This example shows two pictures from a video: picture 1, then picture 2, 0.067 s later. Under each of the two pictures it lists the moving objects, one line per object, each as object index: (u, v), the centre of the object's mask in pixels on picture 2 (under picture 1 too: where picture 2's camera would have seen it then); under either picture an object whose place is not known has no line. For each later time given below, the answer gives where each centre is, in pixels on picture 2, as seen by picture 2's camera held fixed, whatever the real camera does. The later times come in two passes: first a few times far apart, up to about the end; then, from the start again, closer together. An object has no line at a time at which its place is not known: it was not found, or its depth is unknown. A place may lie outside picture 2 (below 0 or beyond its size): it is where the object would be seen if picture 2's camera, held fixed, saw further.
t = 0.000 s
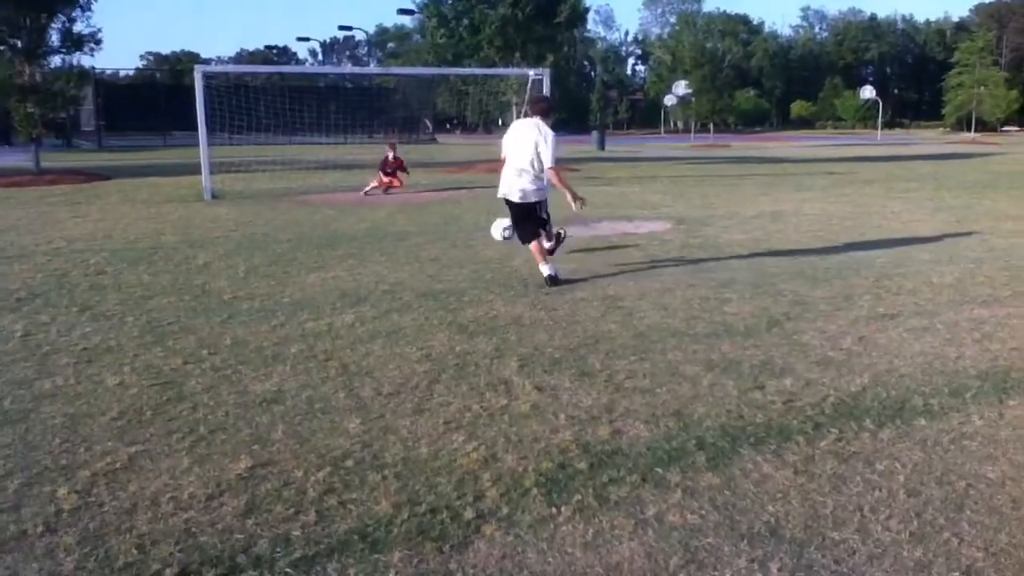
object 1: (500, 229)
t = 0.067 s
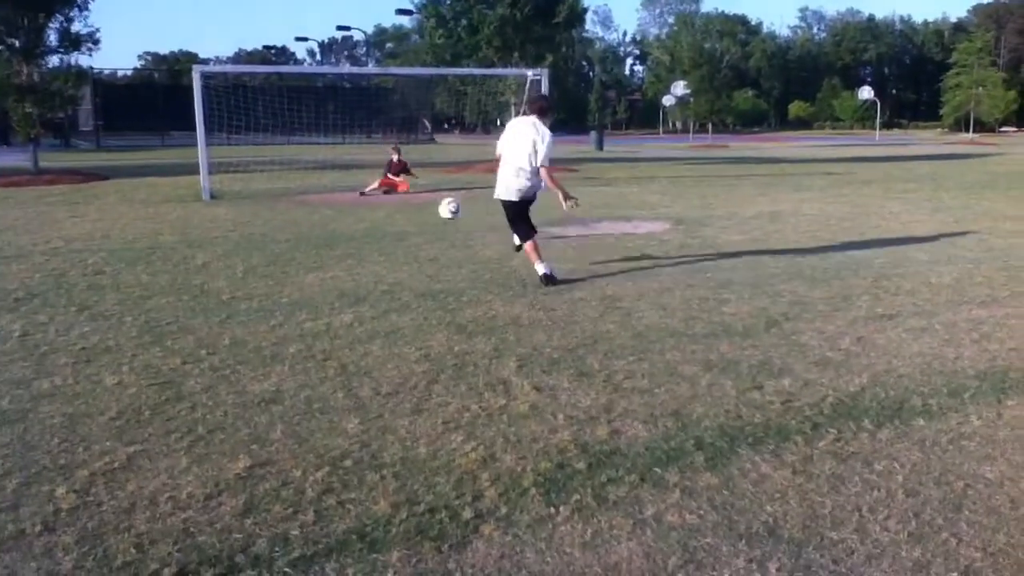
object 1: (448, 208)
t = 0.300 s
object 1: (323, 183)
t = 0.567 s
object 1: (230, 180)
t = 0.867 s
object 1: (251, 167)
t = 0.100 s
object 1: (425, 200)
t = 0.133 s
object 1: (404, 195)
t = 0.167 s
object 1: (385, 190)
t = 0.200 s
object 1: (367, 187)
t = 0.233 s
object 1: (351, 185)
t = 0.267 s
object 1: (334, 184)
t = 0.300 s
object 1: (323, 183)
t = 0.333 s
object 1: (306, 183)
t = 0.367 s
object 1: (294, 186)
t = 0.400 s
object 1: (281, 188)
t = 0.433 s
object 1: (269, 190)
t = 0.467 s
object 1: (258, 193)
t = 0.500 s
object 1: (247, 190)
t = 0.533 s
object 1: (240, 184)
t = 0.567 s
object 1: (230, 180)
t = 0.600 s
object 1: (222, 175)
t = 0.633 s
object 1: (213, 173)
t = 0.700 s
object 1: (216, 177)
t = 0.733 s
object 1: (229, 185)
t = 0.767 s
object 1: (235, 180)
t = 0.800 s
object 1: (240, 175)
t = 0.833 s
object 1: (246, 171)
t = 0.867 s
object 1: (251, 167)
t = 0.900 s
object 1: (257, 164)
